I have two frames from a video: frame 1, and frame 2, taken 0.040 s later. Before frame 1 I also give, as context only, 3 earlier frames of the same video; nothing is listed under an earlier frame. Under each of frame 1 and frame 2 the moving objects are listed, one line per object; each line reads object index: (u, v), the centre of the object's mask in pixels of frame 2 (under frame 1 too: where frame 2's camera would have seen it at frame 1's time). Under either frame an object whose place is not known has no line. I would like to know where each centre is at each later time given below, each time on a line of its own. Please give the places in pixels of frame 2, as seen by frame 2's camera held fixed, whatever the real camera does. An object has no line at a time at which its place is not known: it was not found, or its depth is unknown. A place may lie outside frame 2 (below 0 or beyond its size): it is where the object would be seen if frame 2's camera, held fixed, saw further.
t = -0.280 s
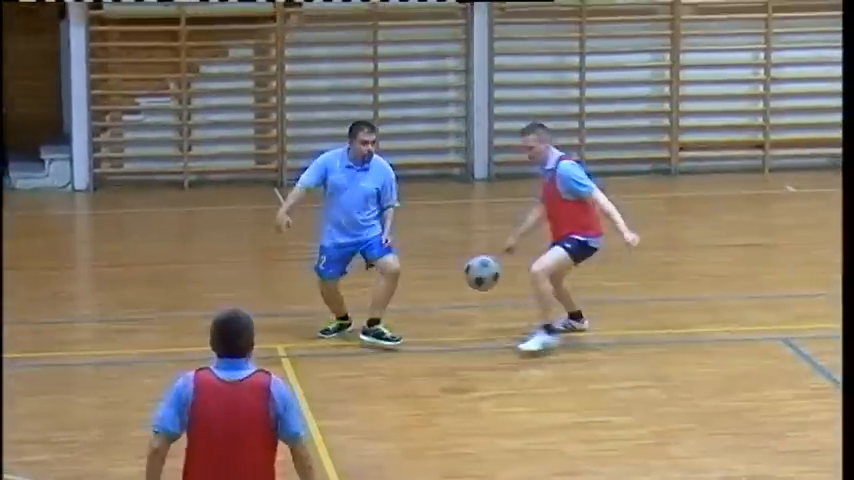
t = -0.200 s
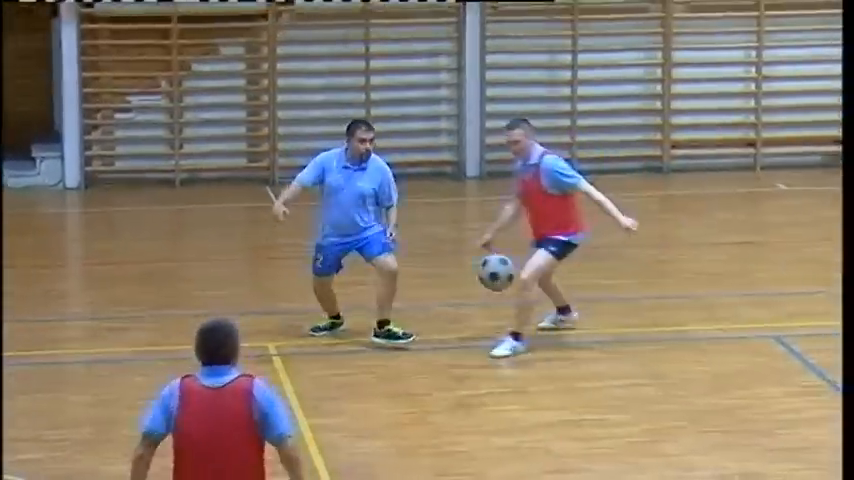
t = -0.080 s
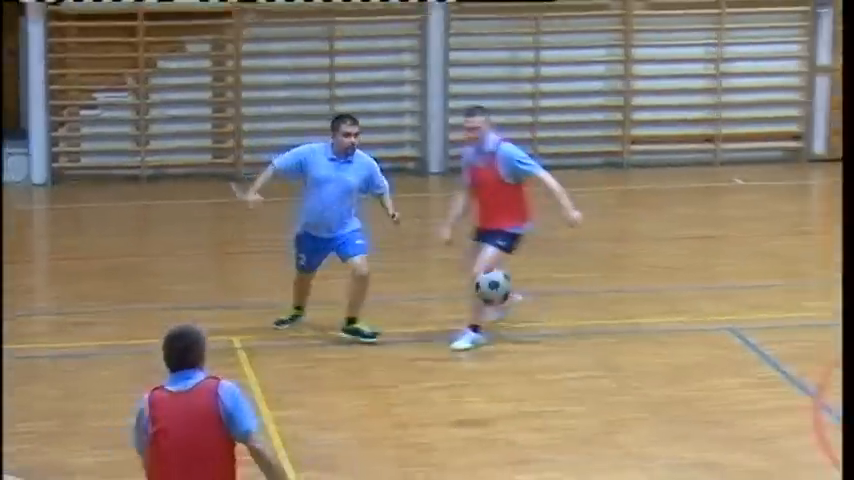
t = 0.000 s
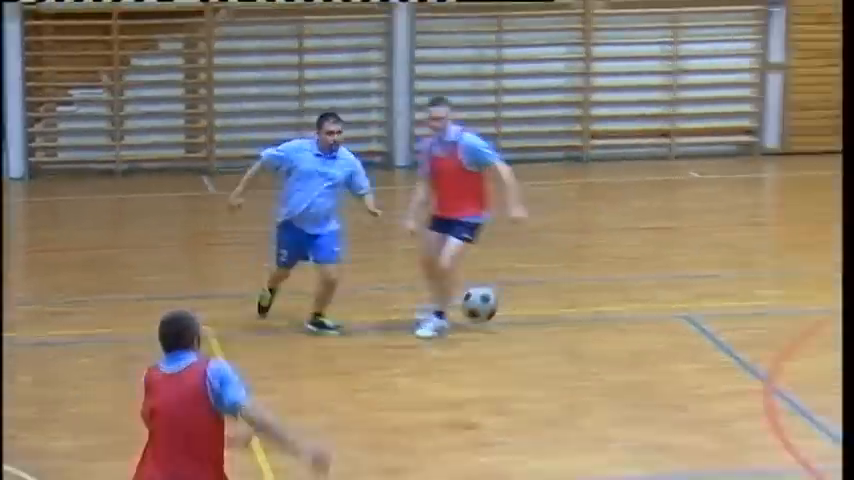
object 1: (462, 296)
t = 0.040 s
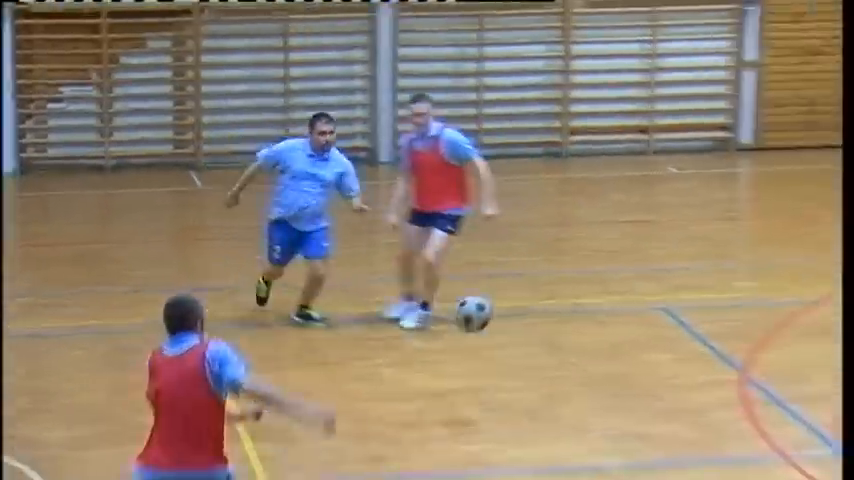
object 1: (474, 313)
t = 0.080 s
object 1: (484, 333)
